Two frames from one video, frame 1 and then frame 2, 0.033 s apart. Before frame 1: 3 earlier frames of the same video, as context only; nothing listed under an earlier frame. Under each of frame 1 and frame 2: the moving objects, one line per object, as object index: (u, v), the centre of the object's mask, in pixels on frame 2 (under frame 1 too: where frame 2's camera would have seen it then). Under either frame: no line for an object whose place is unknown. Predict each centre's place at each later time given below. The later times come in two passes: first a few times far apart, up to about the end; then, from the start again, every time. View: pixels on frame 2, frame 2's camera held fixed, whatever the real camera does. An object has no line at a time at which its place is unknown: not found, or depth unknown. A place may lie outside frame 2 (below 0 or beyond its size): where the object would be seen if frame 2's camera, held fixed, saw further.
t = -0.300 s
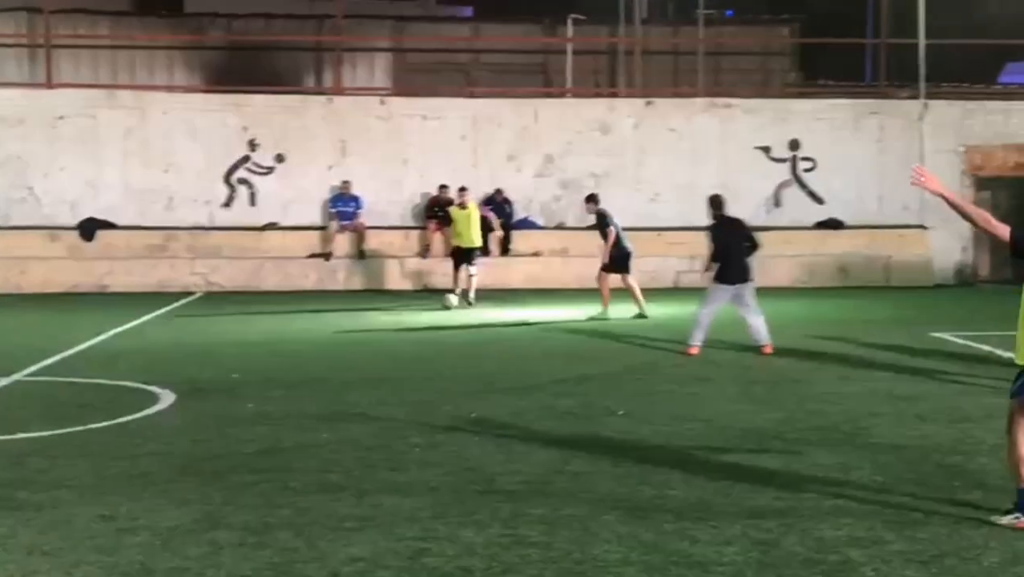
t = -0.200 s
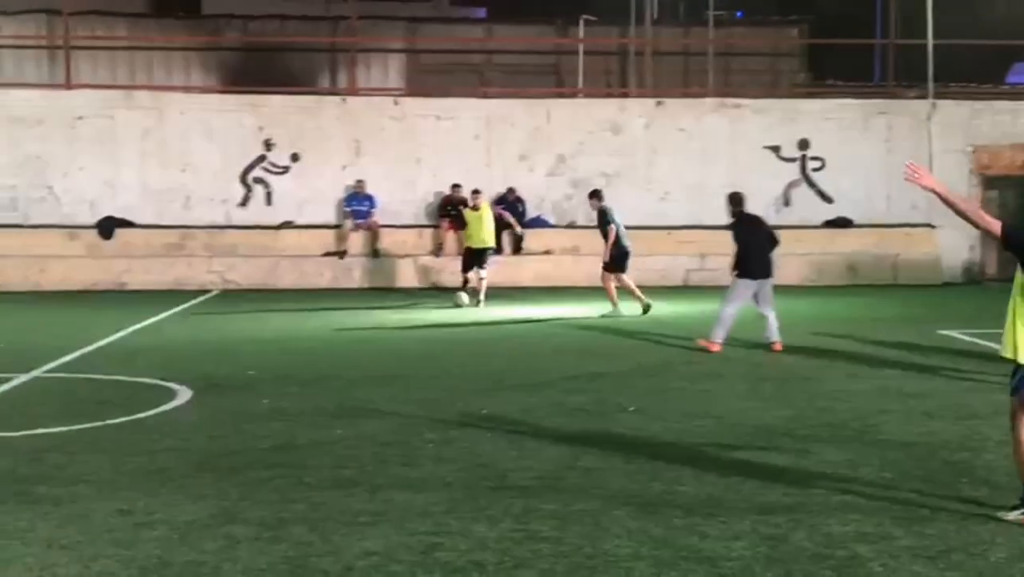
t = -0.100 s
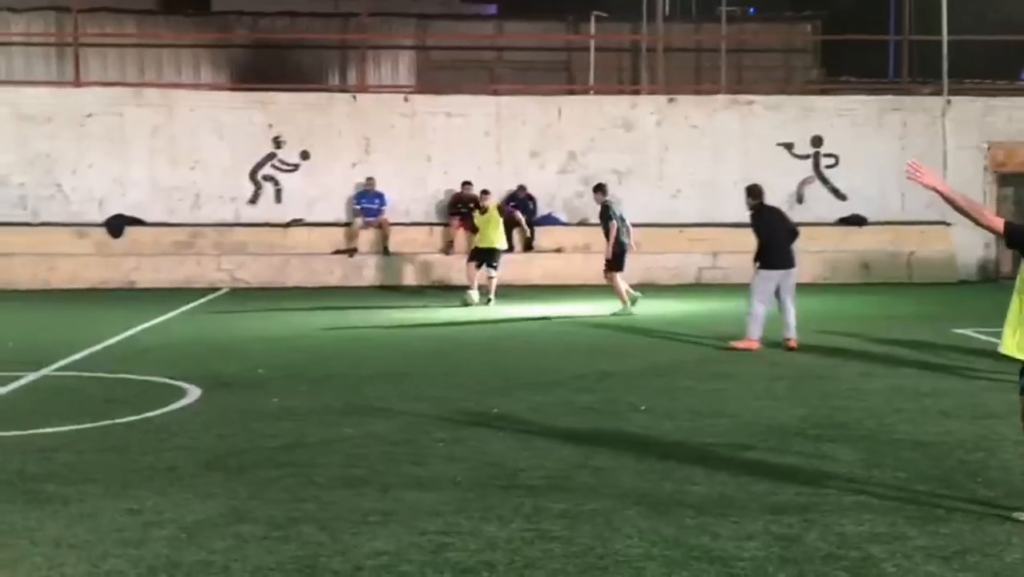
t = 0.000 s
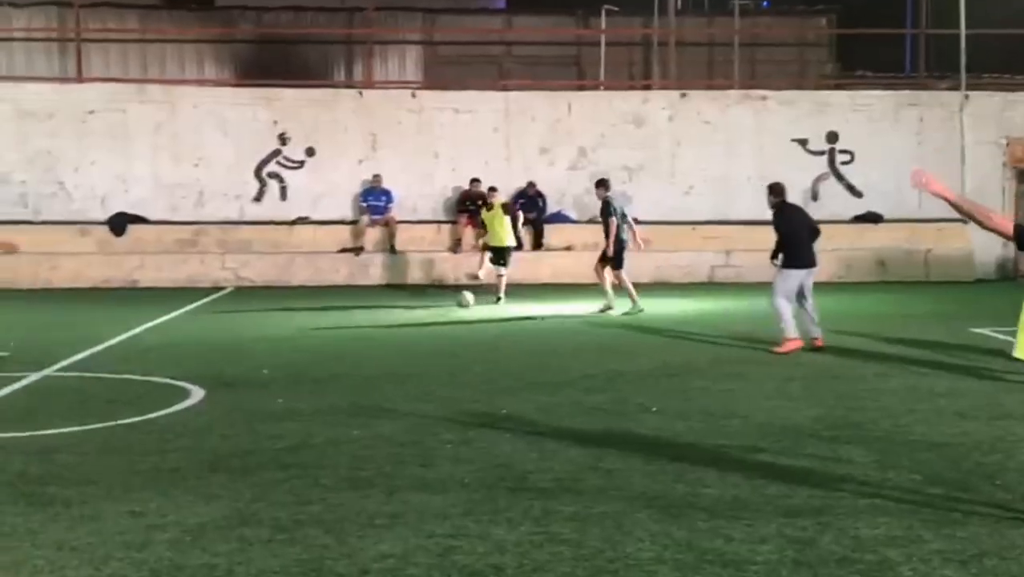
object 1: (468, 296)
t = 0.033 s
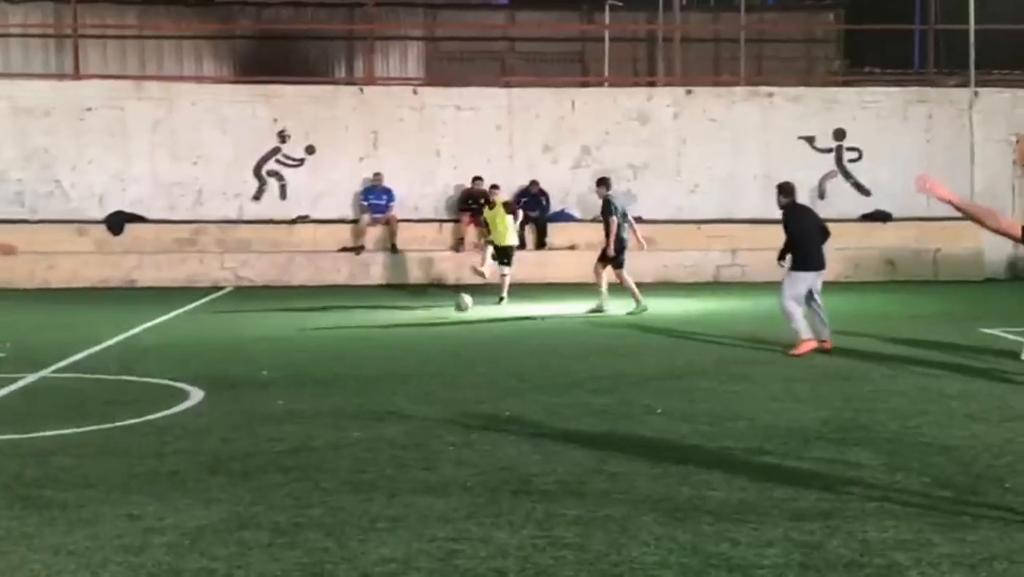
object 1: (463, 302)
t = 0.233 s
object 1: (434, 323)
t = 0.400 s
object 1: (414, 351)
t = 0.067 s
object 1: (457, 306)
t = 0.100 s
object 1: (450, 313)
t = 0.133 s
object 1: (445, 319)
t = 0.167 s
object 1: (441, 321)
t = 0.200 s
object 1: (438, 321)
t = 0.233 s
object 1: (434, 323)
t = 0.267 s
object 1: (430, 328)
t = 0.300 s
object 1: (426, 333)
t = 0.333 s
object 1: (422, 340)
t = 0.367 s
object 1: (419, 347)
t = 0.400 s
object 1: (414, 351)
